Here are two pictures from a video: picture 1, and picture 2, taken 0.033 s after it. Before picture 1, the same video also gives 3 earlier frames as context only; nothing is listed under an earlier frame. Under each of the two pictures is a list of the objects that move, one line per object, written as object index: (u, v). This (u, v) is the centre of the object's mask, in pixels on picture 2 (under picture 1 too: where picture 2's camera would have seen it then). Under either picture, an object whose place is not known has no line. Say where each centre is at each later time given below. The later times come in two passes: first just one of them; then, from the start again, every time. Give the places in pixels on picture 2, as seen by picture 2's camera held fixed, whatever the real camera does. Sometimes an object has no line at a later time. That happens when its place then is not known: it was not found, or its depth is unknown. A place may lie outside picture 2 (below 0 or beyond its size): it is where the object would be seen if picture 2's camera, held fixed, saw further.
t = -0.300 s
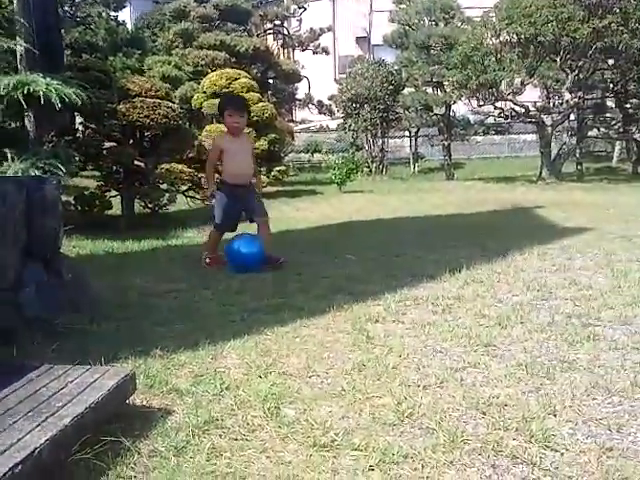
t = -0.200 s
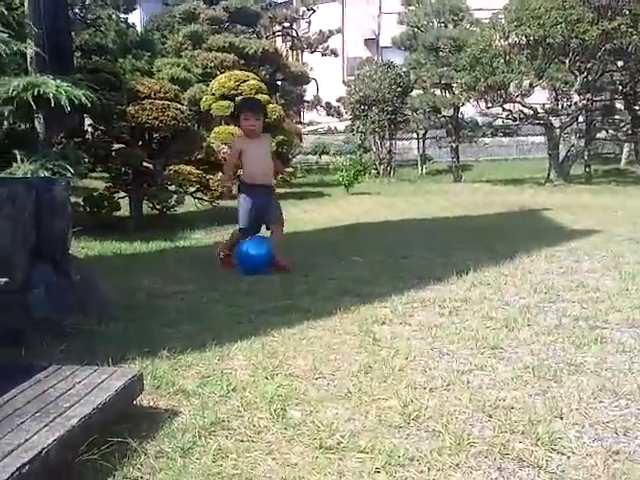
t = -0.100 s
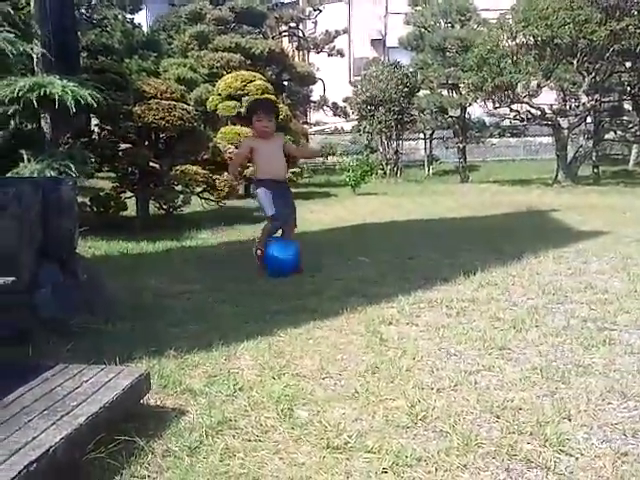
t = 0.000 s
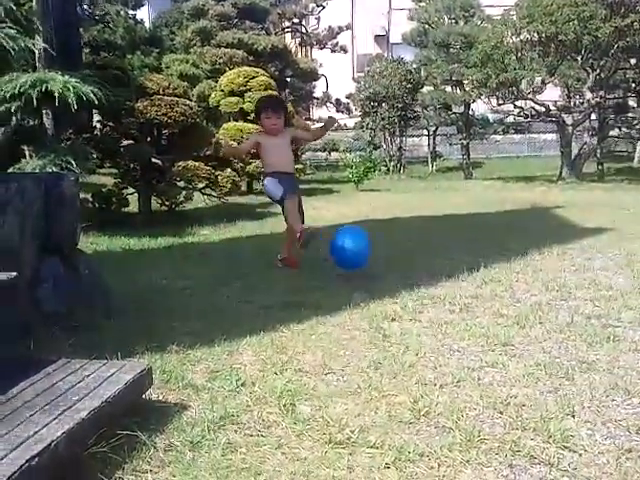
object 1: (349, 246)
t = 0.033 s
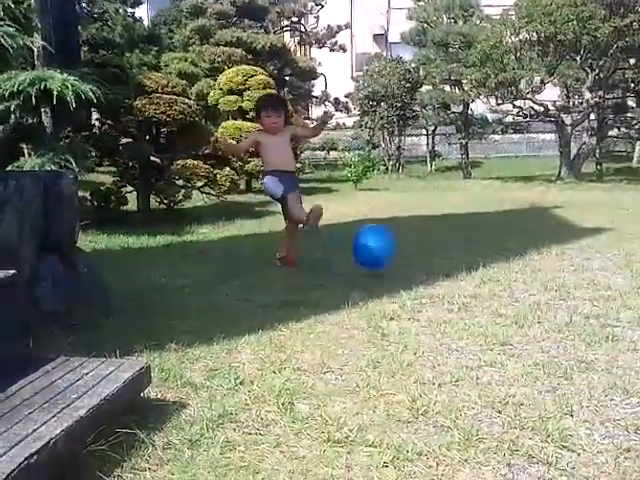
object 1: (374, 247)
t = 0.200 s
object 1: (507, 284)
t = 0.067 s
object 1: (399, 249)
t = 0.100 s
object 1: (426, 255)
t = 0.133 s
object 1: (452, 262)
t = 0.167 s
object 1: (479, 273)
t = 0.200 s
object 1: (507, 284)
